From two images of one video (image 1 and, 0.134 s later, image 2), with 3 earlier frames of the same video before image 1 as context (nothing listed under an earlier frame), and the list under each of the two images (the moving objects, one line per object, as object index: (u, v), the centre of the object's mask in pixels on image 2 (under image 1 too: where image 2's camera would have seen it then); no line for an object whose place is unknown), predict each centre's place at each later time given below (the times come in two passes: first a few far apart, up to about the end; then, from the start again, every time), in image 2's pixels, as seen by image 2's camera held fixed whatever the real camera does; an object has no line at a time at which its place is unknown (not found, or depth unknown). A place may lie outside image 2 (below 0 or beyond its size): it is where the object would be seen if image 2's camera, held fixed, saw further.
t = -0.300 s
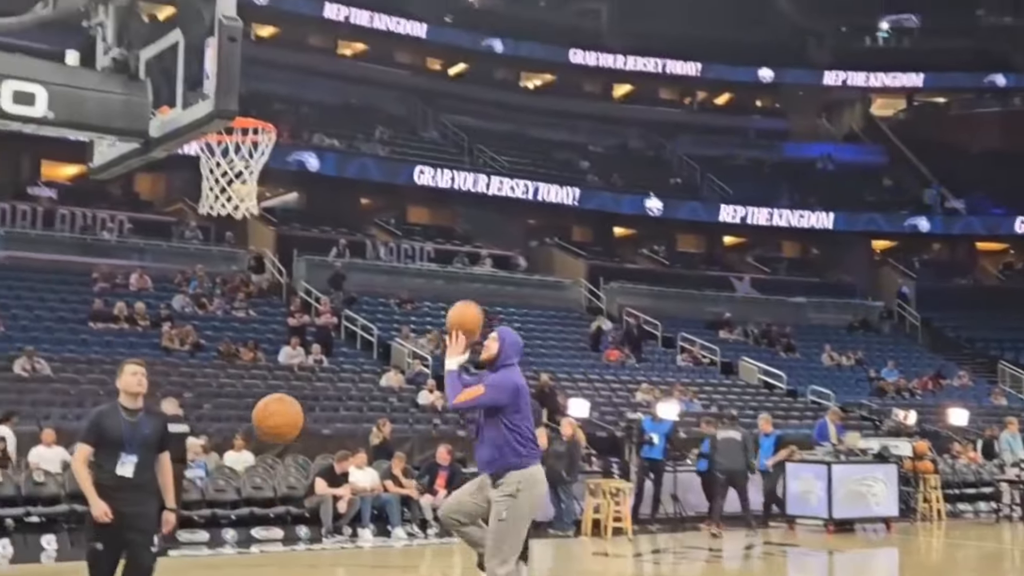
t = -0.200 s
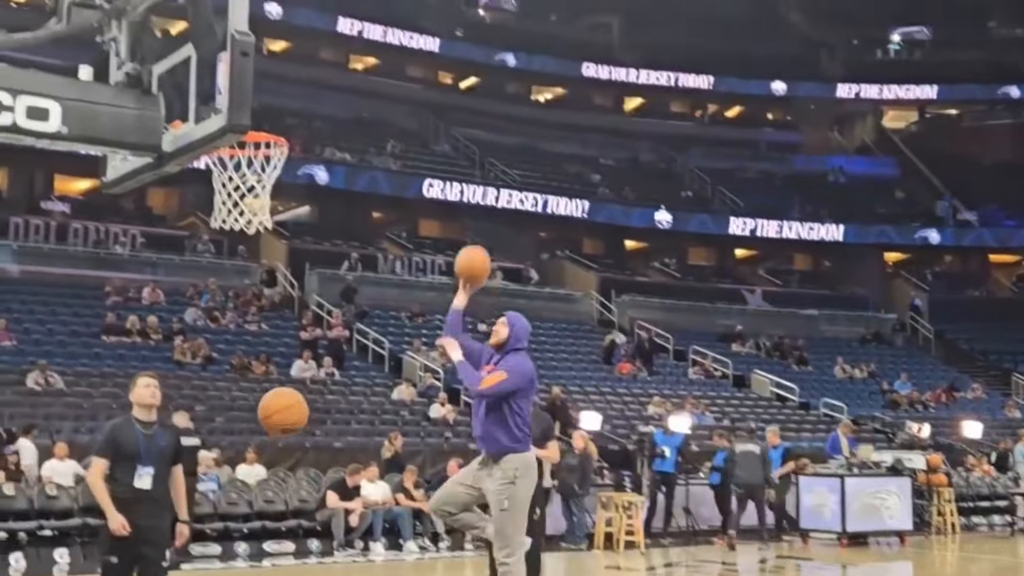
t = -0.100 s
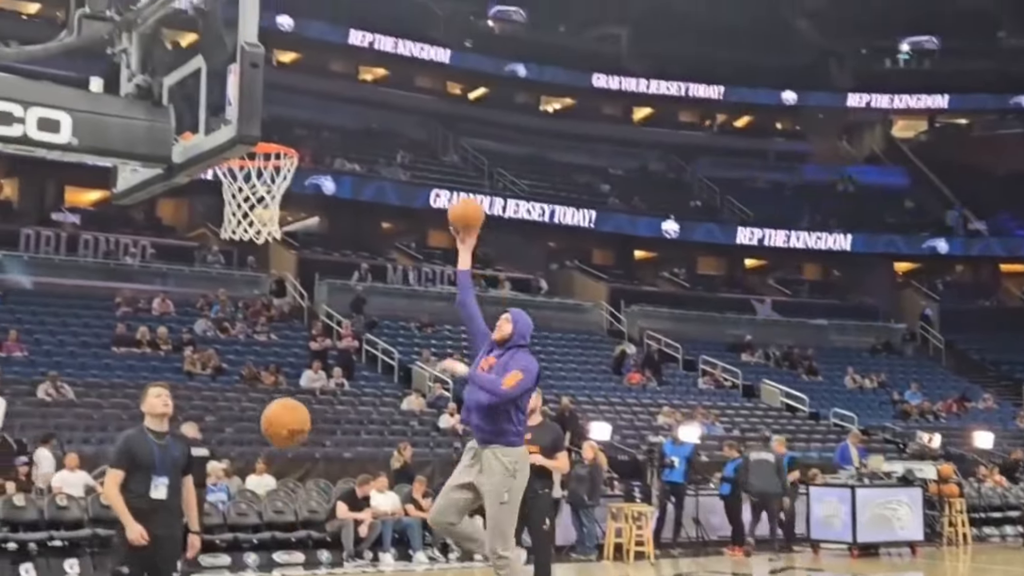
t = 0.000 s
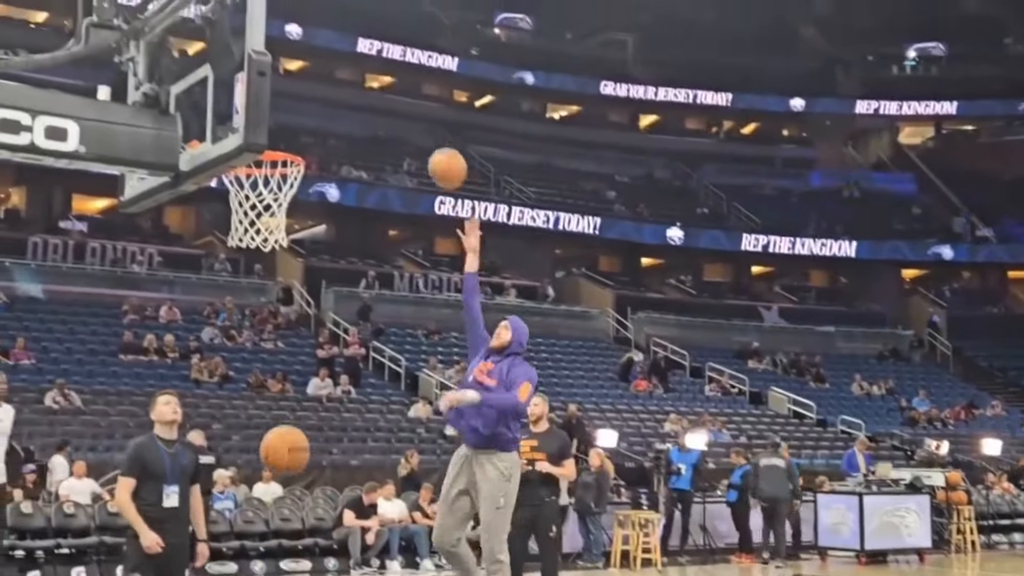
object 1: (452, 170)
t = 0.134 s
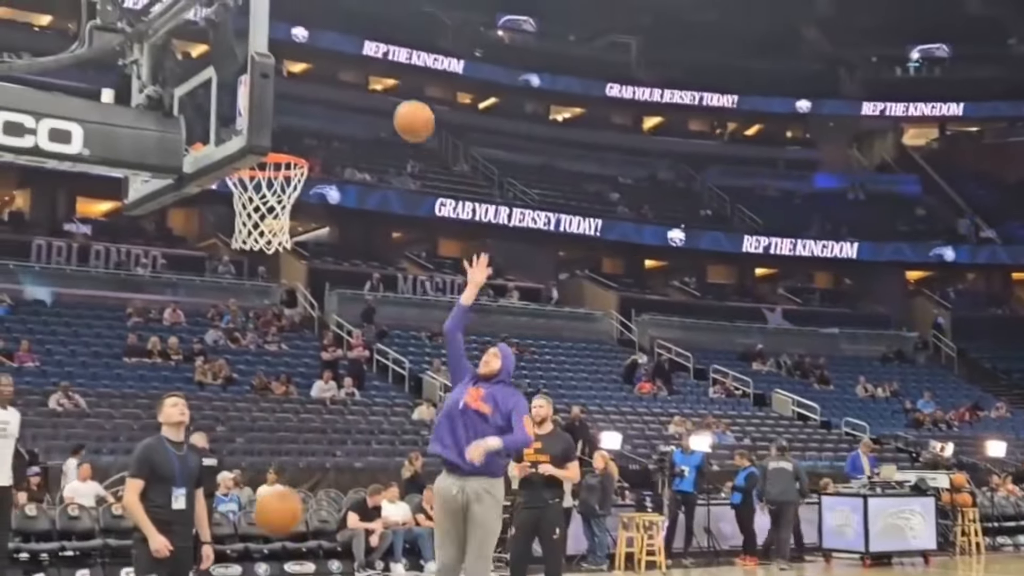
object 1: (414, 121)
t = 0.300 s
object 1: (363, 95)
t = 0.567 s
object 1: (281, 130)
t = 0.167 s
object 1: (404, 113)
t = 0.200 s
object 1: (394, 106)
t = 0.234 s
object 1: (384, 100)
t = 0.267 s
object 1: (373, 97)
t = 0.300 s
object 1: (363, 95)
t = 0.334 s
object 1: (351, 95)
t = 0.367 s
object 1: (341, 96)
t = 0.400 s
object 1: (329, 100)
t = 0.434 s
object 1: (317, 105)
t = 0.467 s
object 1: (305, 113)
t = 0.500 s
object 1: (293, 123)
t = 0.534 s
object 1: (286, 133)
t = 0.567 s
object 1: (281, 130)
